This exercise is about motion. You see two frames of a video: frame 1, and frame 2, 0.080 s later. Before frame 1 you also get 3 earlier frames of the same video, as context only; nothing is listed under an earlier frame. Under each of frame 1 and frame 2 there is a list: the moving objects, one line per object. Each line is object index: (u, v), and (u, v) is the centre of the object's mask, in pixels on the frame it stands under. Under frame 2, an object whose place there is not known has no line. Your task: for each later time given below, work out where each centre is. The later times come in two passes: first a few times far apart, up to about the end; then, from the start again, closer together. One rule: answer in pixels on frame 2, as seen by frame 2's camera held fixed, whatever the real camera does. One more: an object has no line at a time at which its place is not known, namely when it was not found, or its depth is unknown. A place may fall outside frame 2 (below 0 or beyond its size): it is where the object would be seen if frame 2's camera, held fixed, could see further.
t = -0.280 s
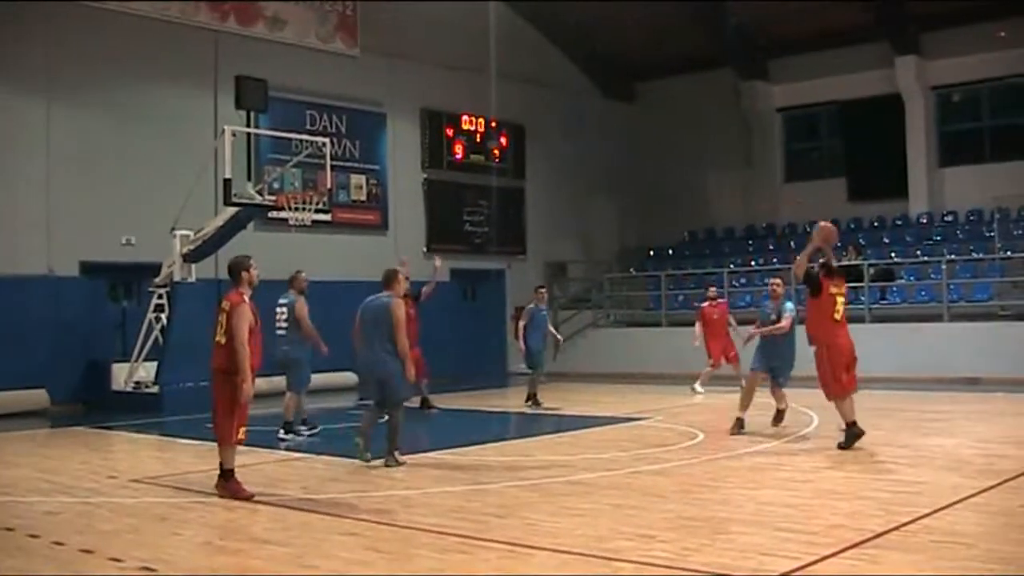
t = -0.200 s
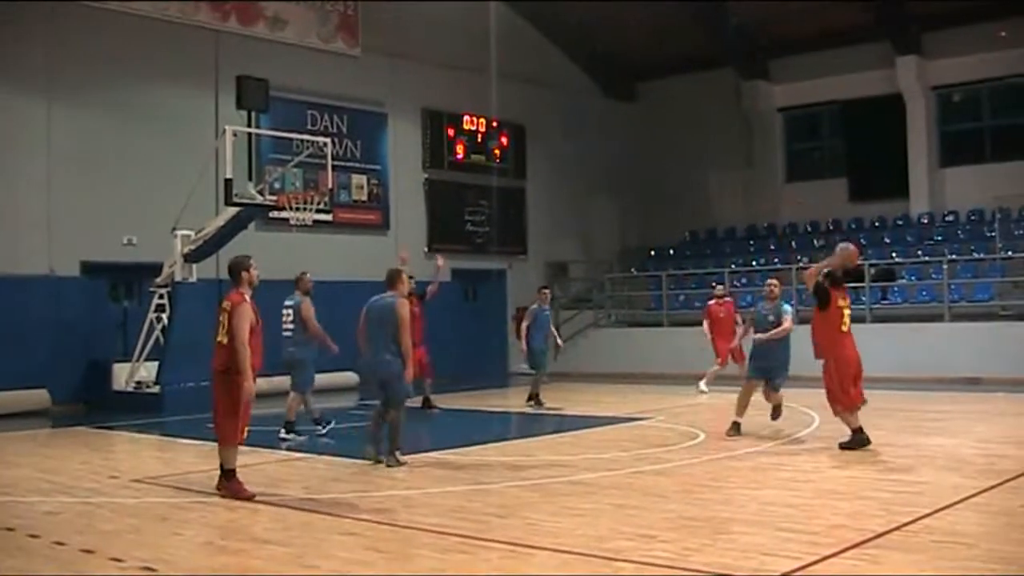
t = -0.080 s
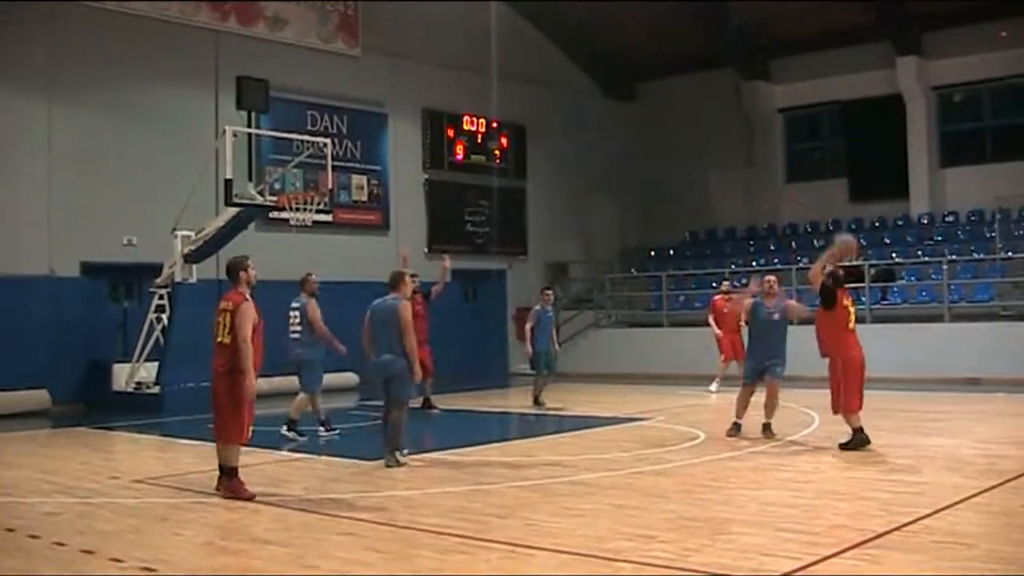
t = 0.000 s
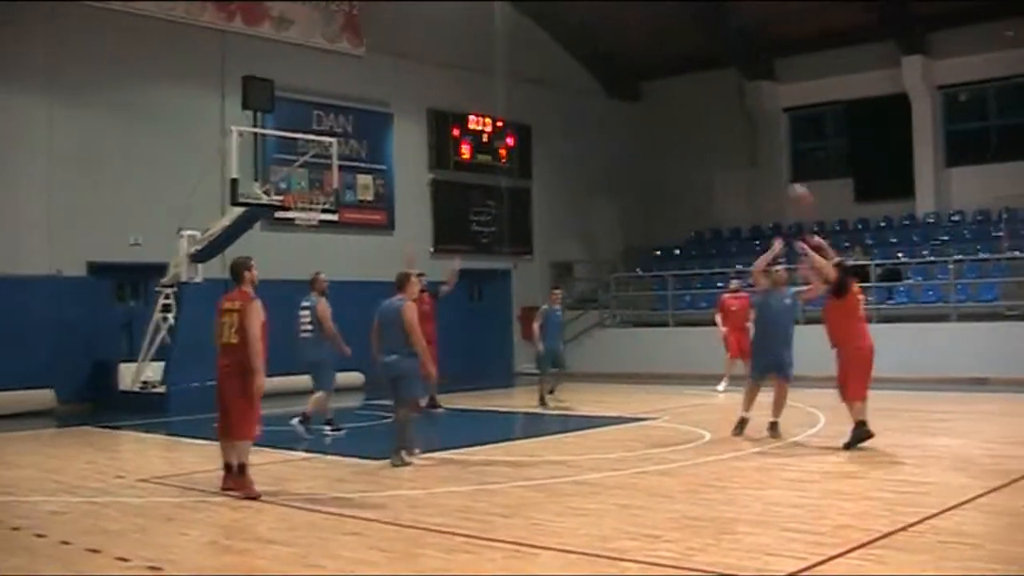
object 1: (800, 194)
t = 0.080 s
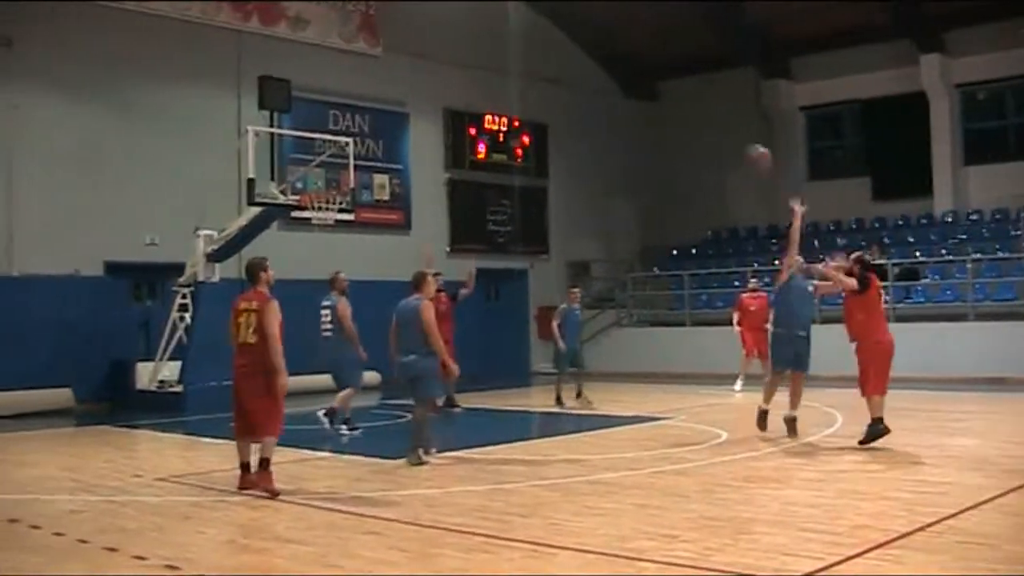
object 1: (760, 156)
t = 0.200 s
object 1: (681, 116)
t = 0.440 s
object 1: (550, 82)
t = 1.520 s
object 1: (150, 333)
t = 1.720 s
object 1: (83, 410)
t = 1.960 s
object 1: (20, 323)
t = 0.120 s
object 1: (732, 141)
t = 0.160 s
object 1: (706, 128)
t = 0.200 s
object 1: (681, 116)
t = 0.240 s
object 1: (658, 106)
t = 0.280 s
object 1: (634, 98)
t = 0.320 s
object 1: (612, 92)
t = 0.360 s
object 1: (590, 87)
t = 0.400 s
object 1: (570, 84)
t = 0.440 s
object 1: (550, 82)
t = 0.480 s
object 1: (530, 78)
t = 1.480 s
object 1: (162, 314)
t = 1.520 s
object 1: (150, 333)
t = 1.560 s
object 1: (134, 353)
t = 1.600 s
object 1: (121, 380)
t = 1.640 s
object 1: (109, 404)
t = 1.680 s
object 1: (96, 427)
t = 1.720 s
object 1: (83, 410)
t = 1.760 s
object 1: (73, 394)
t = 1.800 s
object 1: (63, 377)
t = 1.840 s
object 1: (52, 360)
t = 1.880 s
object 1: (40, 346)
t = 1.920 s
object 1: (30, 335)
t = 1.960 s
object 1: (20, 323)
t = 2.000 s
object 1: (8, 313)
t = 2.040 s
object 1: (-2, 302)
